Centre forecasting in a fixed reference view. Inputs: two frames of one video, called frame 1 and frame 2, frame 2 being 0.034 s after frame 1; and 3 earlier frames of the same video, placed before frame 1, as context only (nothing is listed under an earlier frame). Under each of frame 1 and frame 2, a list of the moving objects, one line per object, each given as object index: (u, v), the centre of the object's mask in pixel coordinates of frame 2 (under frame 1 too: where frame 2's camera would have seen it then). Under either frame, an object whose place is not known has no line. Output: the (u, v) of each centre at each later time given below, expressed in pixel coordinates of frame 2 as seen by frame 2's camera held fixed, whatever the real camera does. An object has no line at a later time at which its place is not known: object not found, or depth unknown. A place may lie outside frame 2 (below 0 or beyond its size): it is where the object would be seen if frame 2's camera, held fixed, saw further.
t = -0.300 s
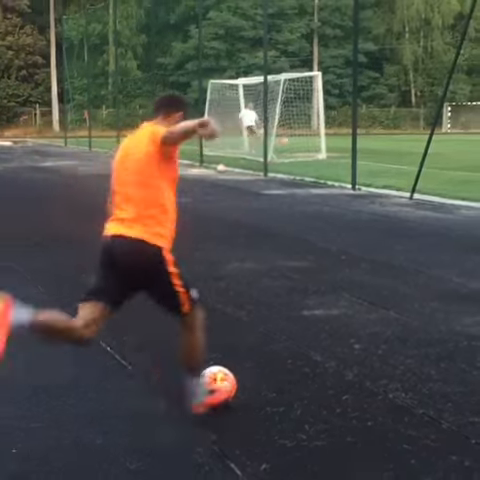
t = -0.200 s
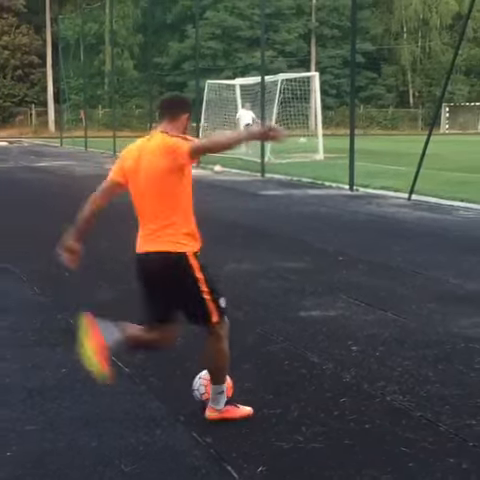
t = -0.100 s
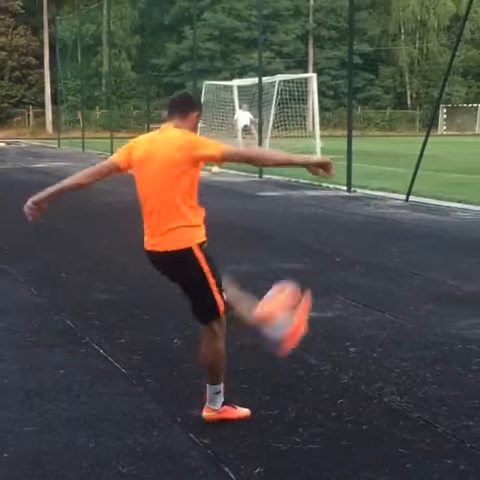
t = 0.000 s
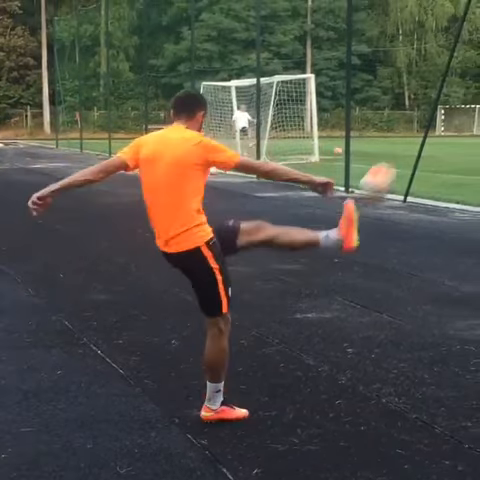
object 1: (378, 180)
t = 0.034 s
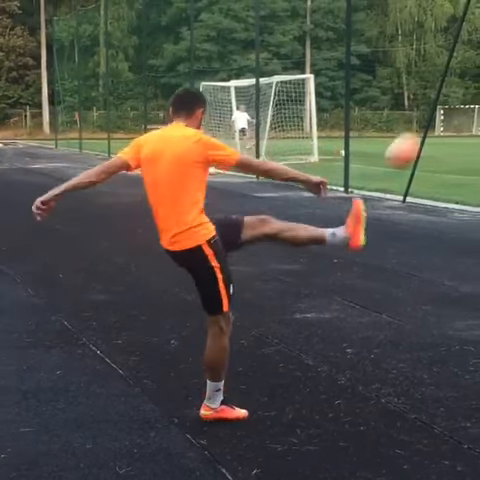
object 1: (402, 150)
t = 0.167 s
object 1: (474, 63)
